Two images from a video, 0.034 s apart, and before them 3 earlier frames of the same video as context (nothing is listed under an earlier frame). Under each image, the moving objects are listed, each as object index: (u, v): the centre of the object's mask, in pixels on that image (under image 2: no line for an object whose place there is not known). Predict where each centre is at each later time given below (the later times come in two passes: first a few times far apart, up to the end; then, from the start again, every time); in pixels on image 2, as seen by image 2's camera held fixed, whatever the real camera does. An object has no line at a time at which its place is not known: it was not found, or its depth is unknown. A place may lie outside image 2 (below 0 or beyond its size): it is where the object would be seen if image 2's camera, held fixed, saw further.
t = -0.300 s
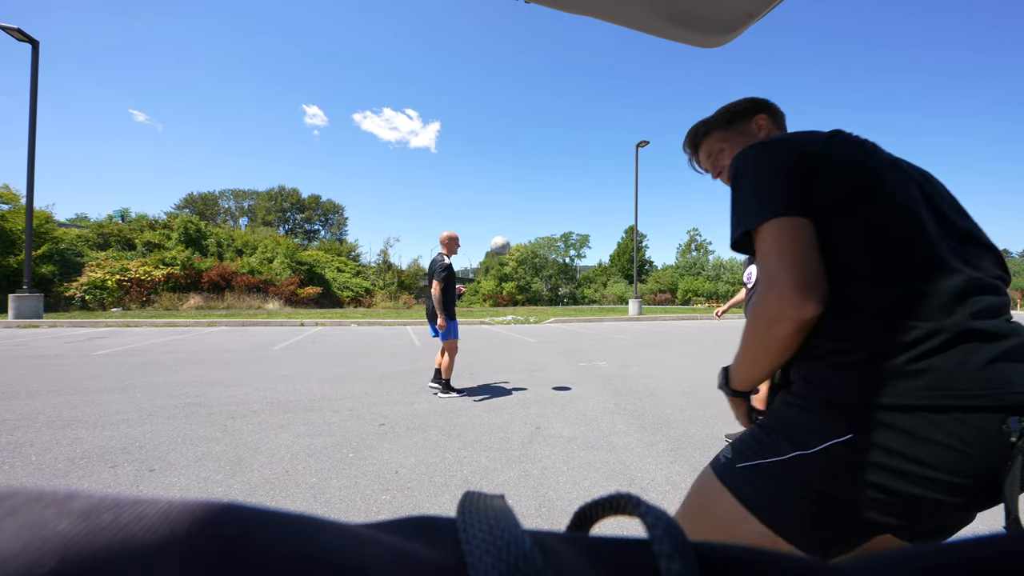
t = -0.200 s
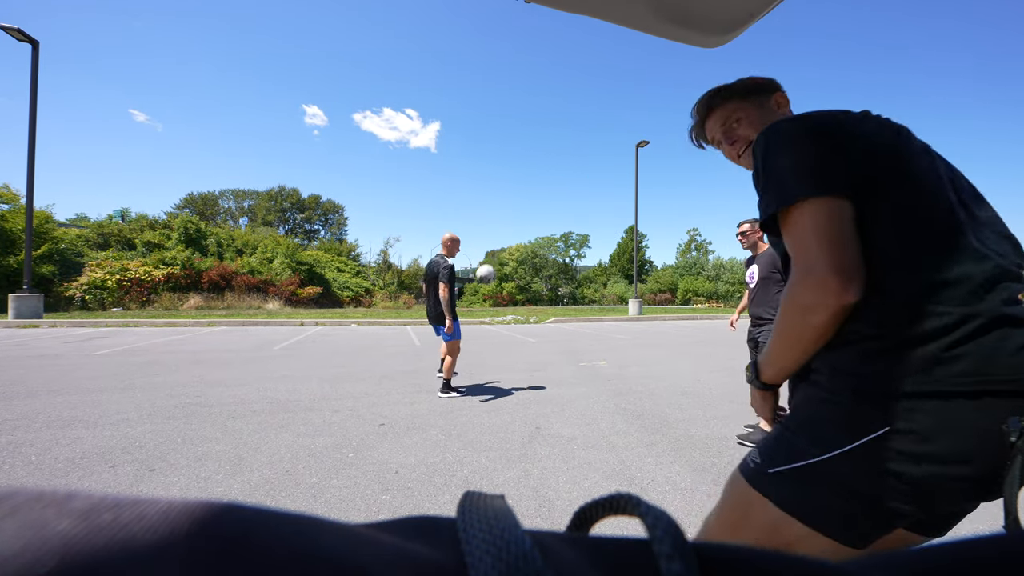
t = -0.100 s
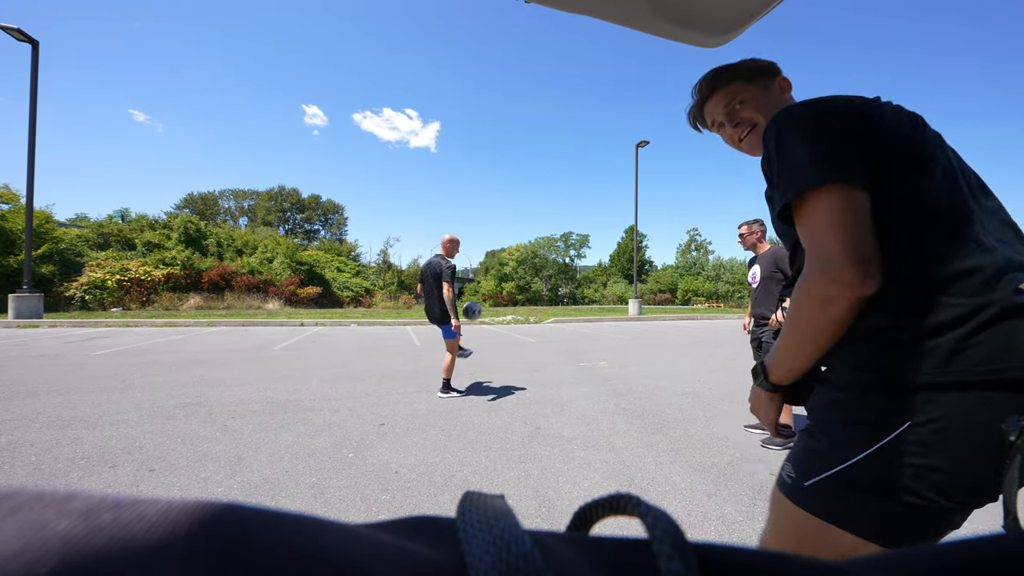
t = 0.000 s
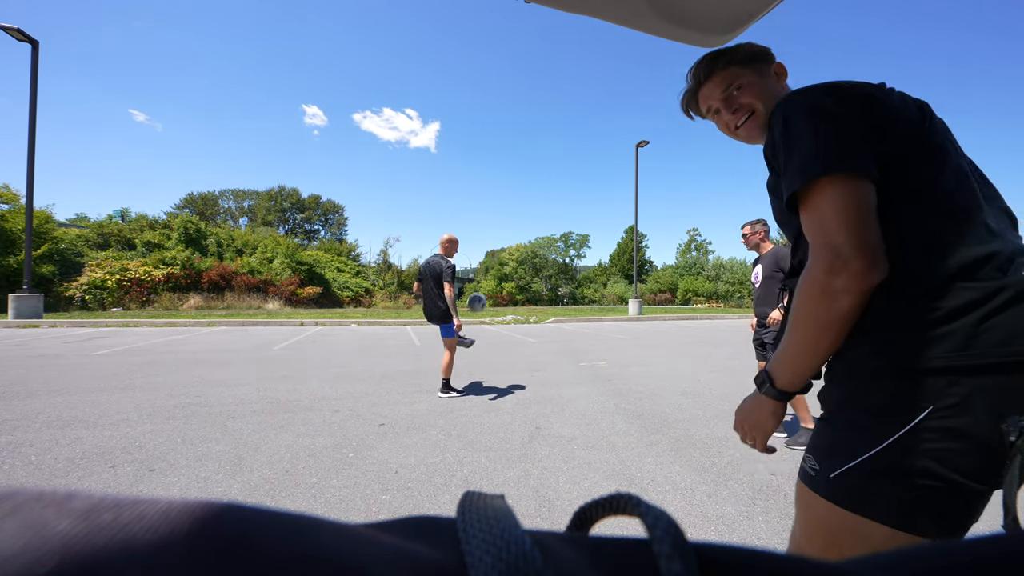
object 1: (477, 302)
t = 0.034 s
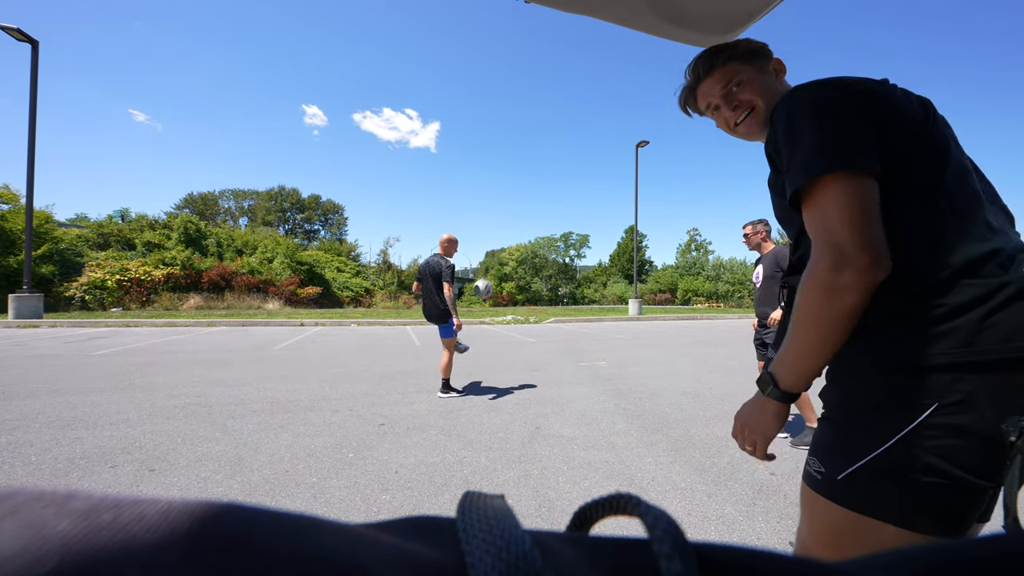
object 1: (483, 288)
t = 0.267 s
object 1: (524, 220)
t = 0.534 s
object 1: (570, 197)
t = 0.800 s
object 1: (615, 233)
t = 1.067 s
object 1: (659, 329)
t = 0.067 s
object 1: (488, 275)
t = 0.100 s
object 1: (494, 264)
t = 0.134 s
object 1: (500, 253)
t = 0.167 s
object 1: (507, 243)
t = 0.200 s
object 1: (512, 234)
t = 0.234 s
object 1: (518, 226)
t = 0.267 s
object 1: (524, 220)
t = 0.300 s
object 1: (529, 213)
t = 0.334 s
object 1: (534, 208)
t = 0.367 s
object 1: (540, 204)
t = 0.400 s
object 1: (546, 200)
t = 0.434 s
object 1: (552, 198)
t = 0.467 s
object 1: (558, 196)
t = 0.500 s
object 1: (564, 196)
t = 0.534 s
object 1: (570, 197)
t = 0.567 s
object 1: (576, 198)
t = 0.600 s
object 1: (582, 200)
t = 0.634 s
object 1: (587, 204)
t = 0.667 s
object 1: (593, 208)
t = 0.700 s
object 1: (599, 213)
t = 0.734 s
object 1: (604, 219)
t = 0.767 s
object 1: (610, 226)
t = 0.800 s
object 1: (615, 233)
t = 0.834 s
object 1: (621, 242)
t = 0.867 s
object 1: (626, 252)
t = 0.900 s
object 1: (632, 263)
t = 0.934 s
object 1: (637, 273)
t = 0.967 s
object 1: (643, 286)
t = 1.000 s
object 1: (648, 299)
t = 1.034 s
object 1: (654, 313)
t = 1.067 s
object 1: (659, 329)
